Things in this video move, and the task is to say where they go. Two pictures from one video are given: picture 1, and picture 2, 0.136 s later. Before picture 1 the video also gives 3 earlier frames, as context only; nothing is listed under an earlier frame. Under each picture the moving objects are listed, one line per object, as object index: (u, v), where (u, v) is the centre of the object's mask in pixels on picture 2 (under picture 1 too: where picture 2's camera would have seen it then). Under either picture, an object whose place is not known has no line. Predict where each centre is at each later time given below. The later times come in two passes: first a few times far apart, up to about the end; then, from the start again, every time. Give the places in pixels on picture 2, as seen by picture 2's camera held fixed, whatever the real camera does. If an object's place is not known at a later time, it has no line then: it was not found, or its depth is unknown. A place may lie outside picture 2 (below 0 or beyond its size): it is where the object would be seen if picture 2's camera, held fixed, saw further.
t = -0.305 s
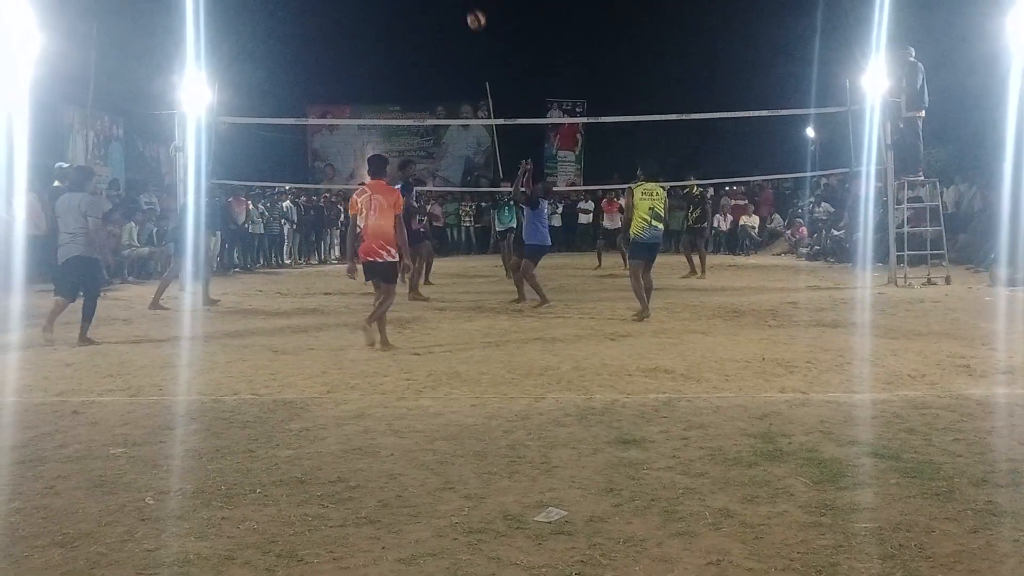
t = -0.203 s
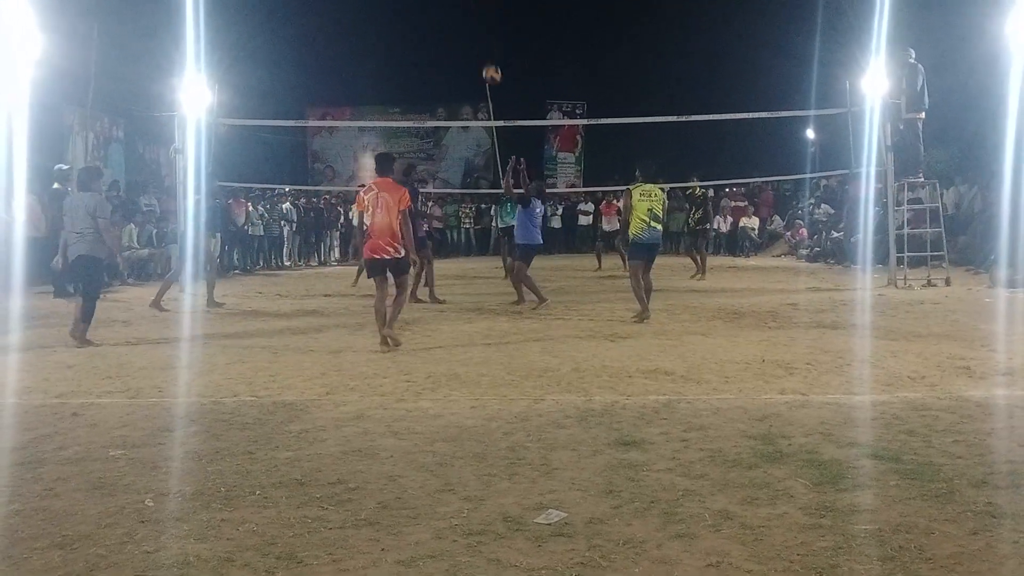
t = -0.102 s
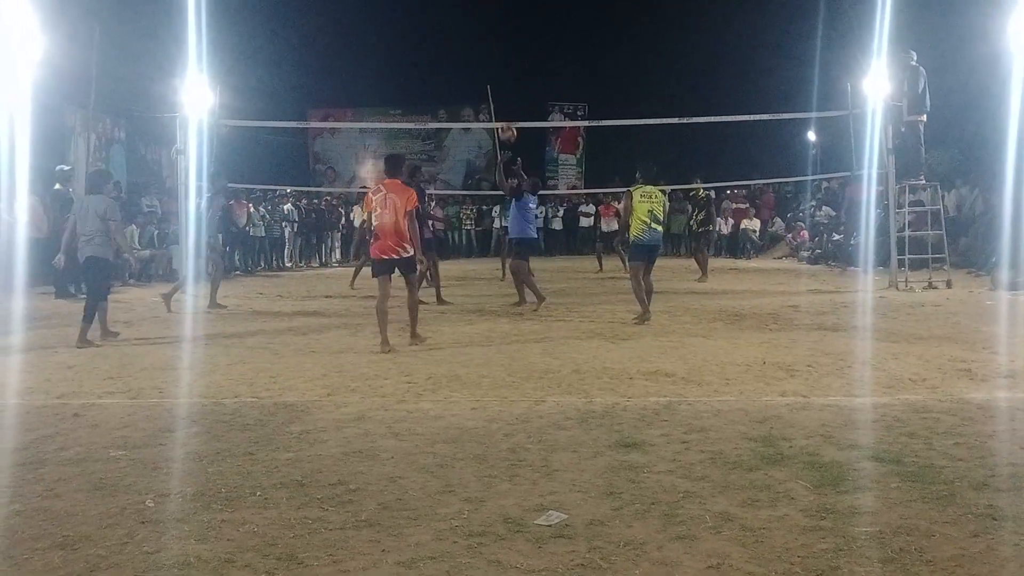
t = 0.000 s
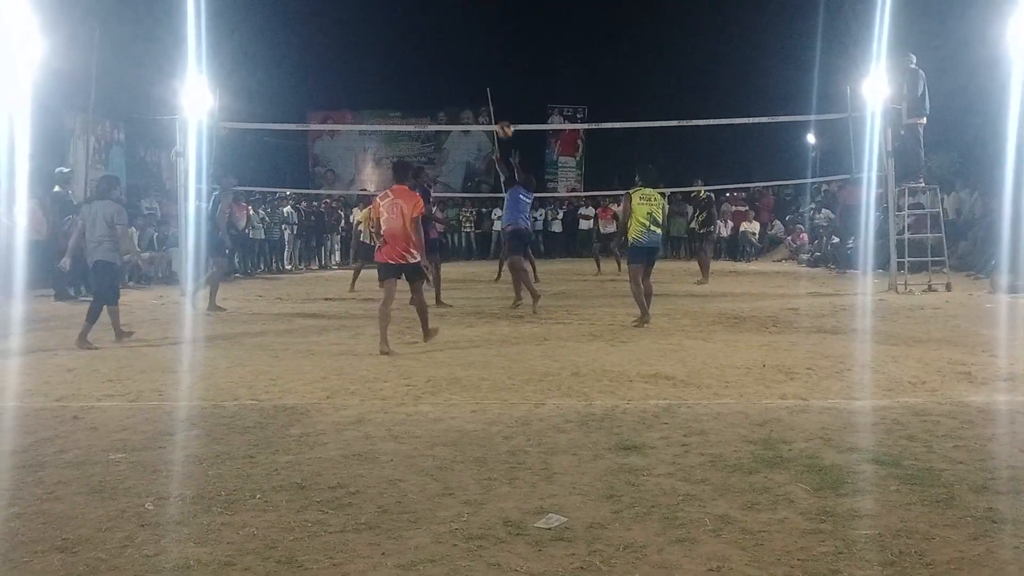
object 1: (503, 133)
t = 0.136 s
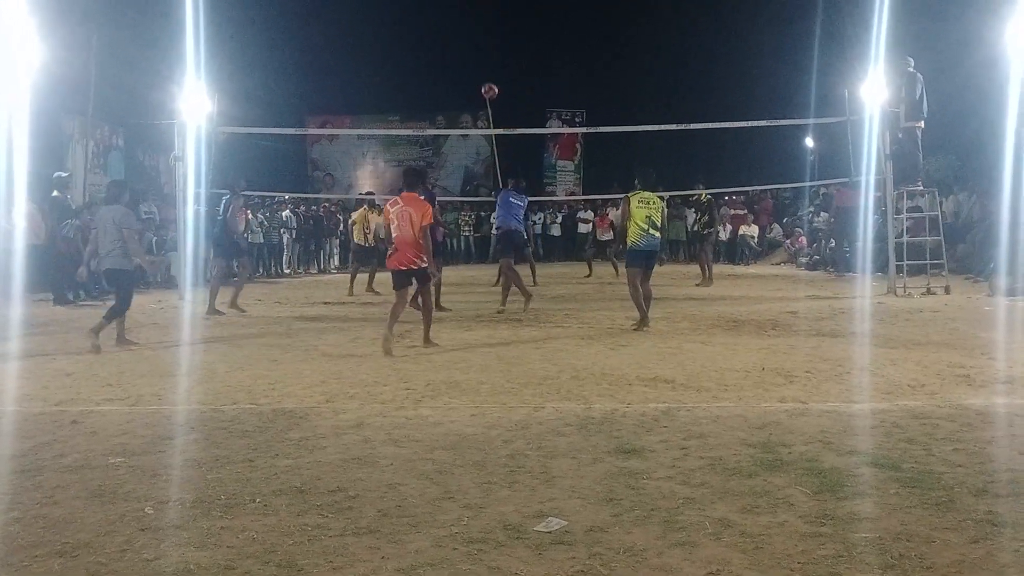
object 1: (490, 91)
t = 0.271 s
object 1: (478, 65)
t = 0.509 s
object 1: (460, 56)
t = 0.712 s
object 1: (446, 75)
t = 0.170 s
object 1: (487, 83)
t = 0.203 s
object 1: (484, 76)
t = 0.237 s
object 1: (480, 70)
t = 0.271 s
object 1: (478, 65)
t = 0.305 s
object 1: (475, 62)
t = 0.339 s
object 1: (472, 59)
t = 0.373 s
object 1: (469, 56)
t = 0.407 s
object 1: (467, 55)
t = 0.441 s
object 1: (464, 55)
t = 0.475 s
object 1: (462, 55)
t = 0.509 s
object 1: (460, 56)
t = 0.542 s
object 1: (457, 57)
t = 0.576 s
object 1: (455, 59)
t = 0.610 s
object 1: (453, 62)
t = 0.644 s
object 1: (451, 66)
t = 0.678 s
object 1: (449, 70)
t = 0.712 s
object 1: (446, 75)
